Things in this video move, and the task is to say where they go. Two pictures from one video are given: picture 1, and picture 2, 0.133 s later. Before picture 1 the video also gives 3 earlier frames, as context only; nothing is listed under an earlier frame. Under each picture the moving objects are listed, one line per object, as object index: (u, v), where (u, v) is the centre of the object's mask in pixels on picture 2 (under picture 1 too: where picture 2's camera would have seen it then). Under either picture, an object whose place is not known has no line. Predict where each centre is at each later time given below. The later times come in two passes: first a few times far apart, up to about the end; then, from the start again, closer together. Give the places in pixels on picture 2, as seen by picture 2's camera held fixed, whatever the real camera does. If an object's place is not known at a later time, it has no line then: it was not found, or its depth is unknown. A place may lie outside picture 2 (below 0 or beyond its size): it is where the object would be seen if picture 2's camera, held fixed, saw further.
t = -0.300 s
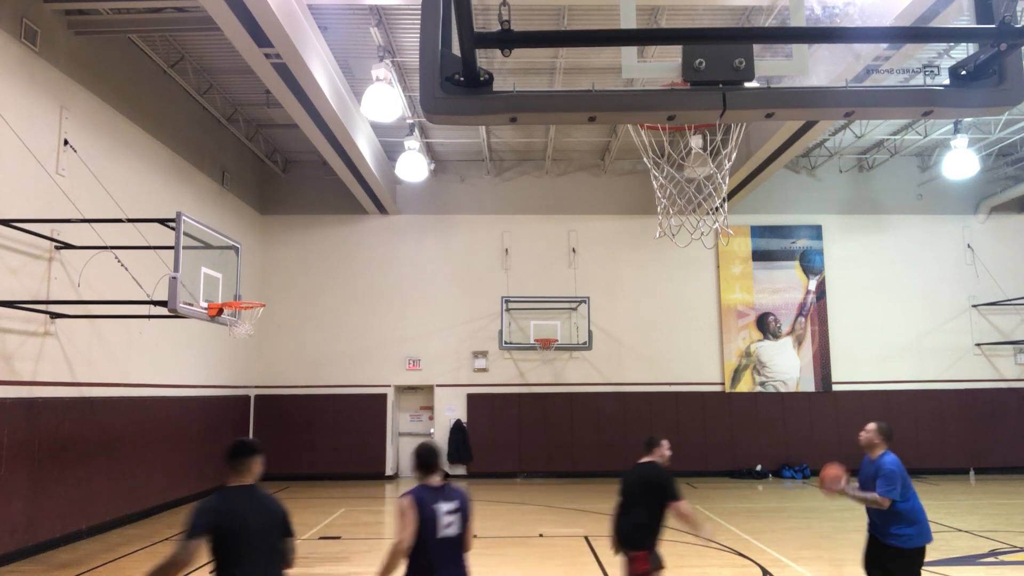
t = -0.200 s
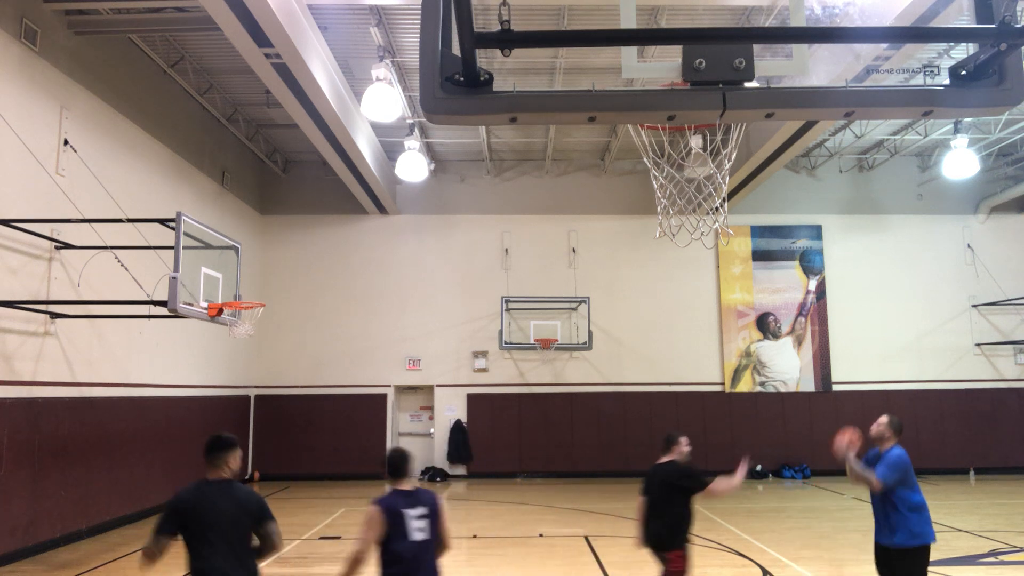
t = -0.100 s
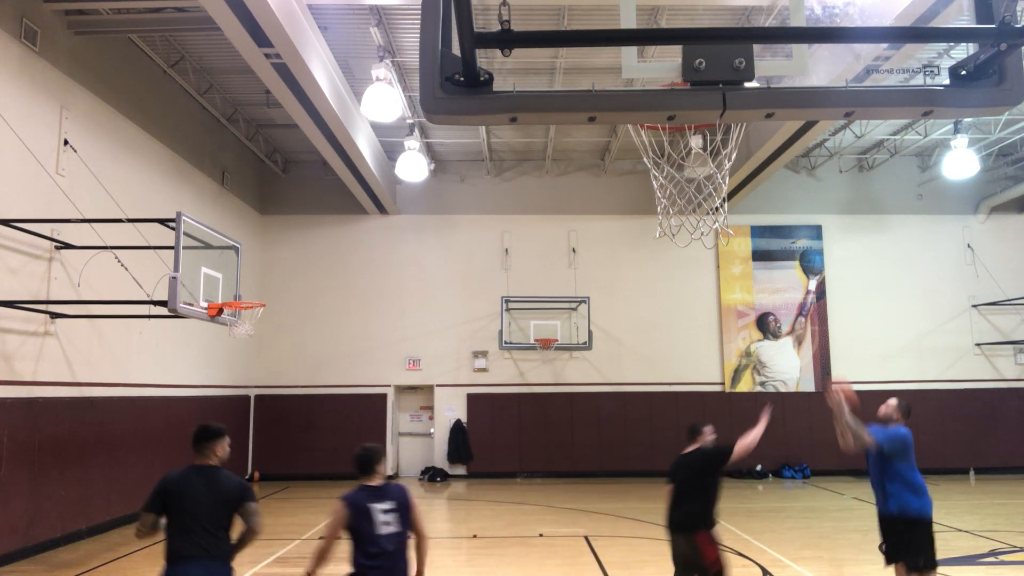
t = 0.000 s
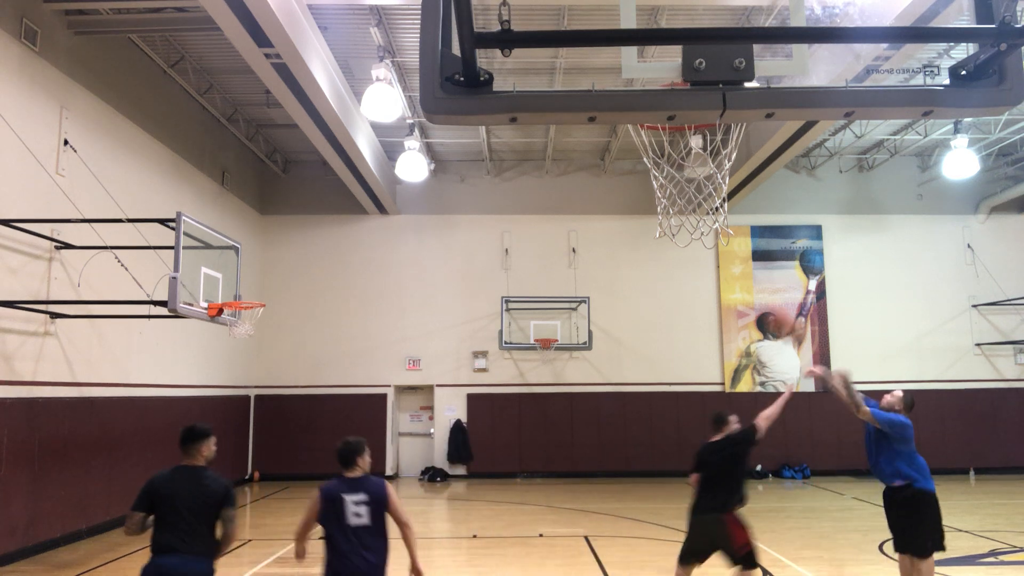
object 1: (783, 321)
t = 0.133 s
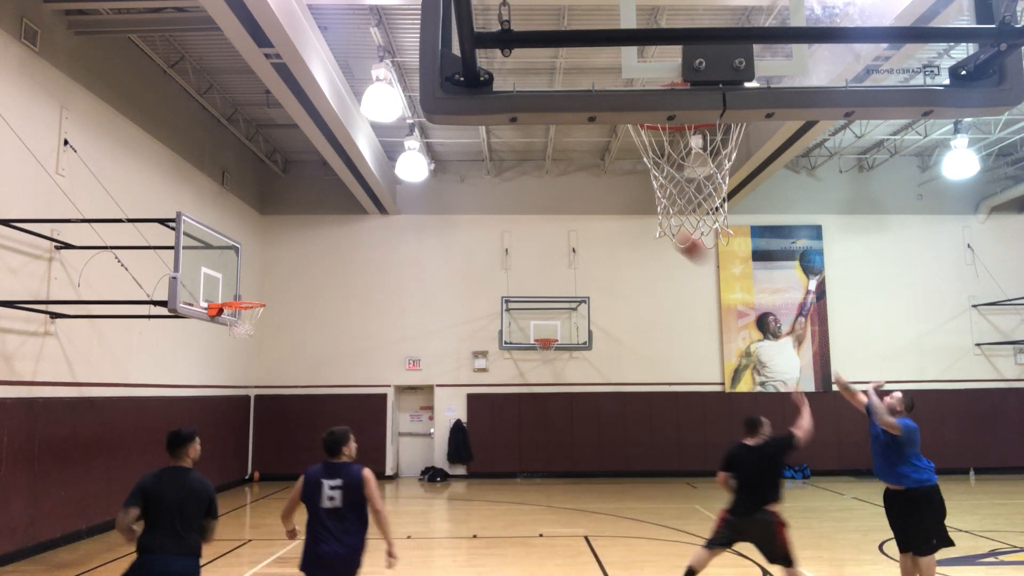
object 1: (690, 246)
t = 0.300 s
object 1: (597, 189)
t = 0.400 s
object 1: (545, 169)
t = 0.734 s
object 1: (398, 174)
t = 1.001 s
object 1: (305, 232)
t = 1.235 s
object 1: (239, 304)
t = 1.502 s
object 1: (226, 321)
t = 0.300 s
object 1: (597, 189)
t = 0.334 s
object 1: (579, 180)
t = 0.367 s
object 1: (563, 174)
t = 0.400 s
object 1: (545, 169)
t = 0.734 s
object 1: (398, 174)
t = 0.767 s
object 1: (389, 176)
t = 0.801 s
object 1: (378, 181)
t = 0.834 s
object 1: (366, 188)
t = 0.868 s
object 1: (354, 194)
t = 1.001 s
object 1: (305, 232)
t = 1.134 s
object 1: (260, 280)
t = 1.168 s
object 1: (248, 292)
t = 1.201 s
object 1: (241, 303)
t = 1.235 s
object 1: (239, 304)
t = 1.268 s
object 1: (245, 305)
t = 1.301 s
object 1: (253, 309)
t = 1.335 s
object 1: (247, 311)
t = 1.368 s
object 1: (239, 314)
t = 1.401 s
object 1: (231, 316)
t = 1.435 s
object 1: (226, 317)
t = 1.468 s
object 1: (225, 319)
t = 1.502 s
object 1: (226, 321)
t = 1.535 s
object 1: (228, 324)
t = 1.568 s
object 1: (230, 325)
